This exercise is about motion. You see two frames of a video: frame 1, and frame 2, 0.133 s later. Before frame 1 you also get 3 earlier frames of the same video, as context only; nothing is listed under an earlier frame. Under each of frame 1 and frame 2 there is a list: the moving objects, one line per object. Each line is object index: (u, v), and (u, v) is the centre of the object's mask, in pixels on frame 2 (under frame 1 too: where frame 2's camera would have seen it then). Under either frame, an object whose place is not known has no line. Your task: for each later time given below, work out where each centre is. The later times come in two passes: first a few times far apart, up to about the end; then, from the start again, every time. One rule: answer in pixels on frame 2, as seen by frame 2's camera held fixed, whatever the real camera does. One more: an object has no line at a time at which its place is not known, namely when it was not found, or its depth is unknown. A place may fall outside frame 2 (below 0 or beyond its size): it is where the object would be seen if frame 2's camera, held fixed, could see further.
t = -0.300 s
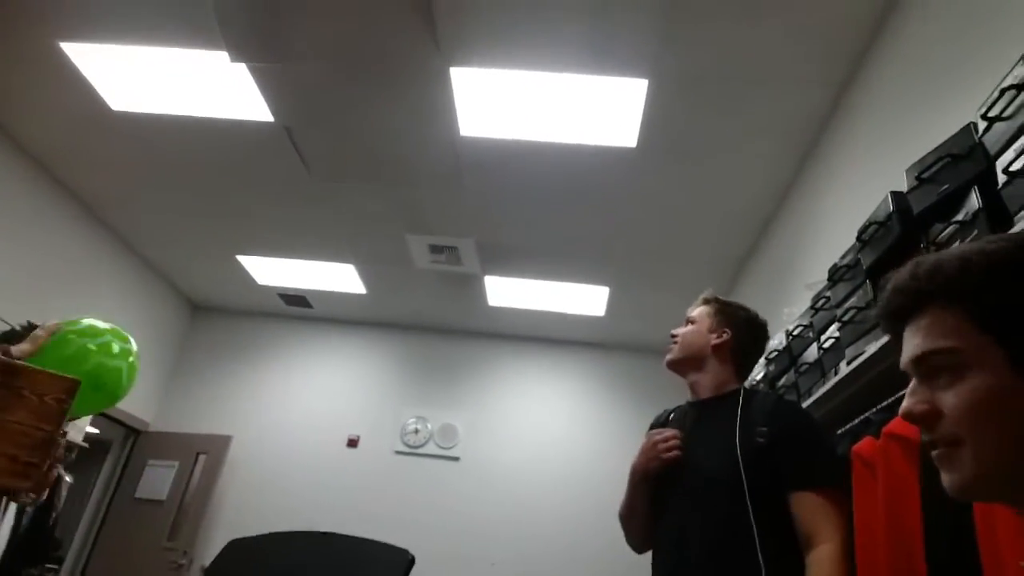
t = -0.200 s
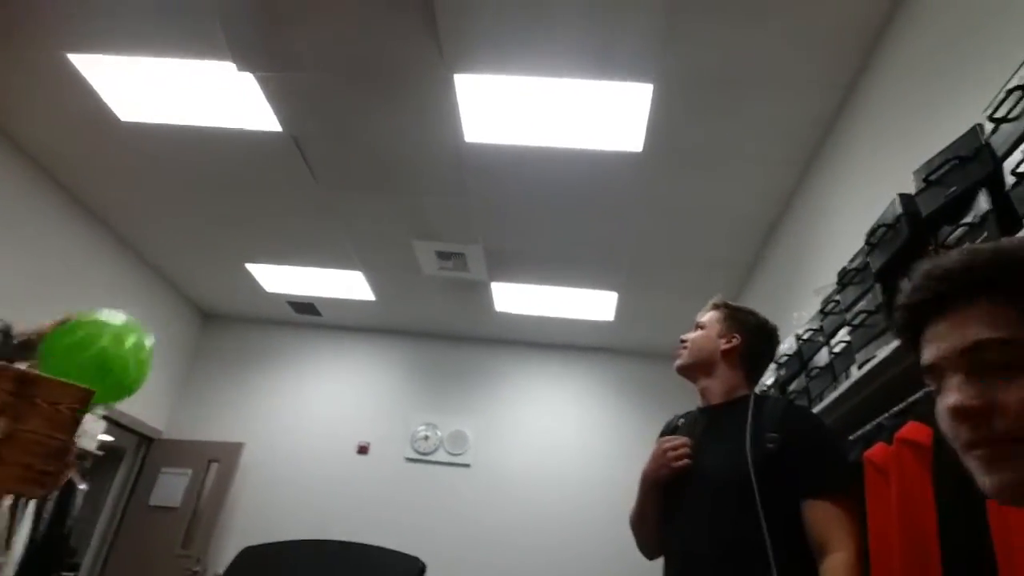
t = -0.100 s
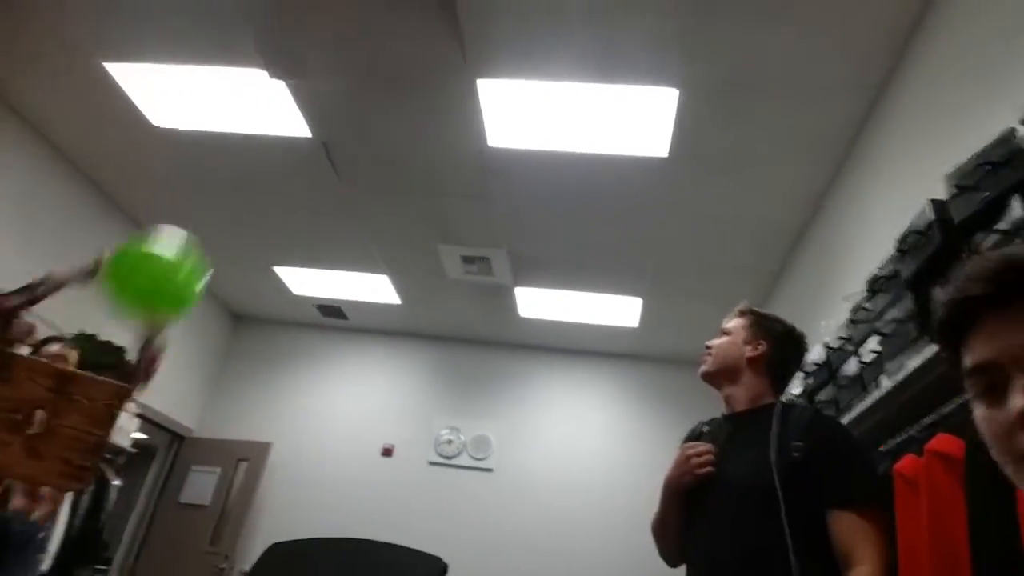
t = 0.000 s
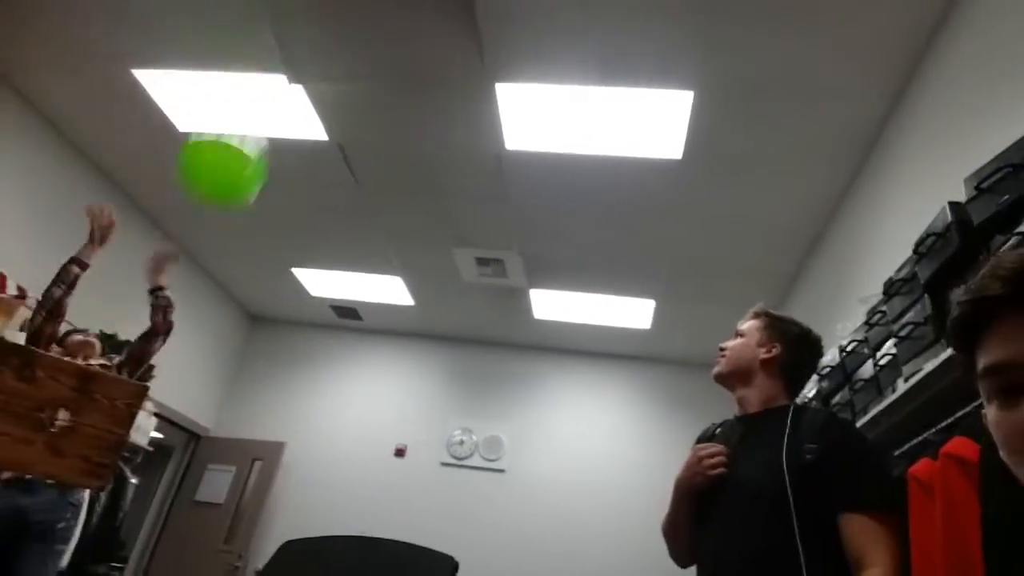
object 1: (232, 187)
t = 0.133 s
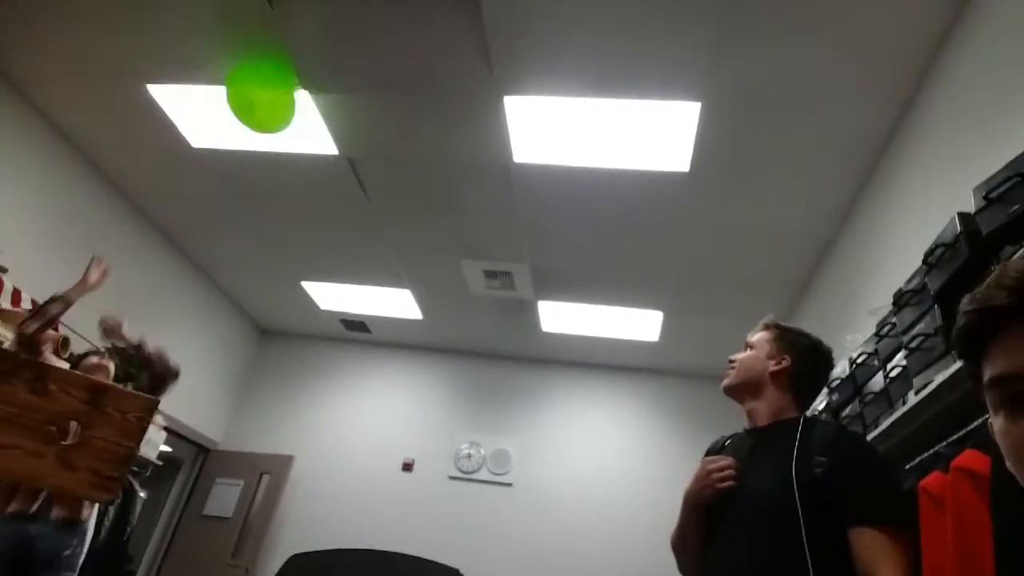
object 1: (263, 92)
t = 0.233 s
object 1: (222, 126)
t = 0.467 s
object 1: (109, 231)
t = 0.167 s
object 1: (249, 106)
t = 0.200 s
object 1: (236, 114)
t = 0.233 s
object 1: (222, 126)
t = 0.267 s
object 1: (207, 140)
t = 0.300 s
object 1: (193, 152)
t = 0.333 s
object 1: (178, 164)
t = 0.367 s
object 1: (162, 180)
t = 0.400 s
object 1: (149, 192)
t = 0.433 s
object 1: (130, 210)
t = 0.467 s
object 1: (109, 231)
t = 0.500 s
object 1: (88, 254)
